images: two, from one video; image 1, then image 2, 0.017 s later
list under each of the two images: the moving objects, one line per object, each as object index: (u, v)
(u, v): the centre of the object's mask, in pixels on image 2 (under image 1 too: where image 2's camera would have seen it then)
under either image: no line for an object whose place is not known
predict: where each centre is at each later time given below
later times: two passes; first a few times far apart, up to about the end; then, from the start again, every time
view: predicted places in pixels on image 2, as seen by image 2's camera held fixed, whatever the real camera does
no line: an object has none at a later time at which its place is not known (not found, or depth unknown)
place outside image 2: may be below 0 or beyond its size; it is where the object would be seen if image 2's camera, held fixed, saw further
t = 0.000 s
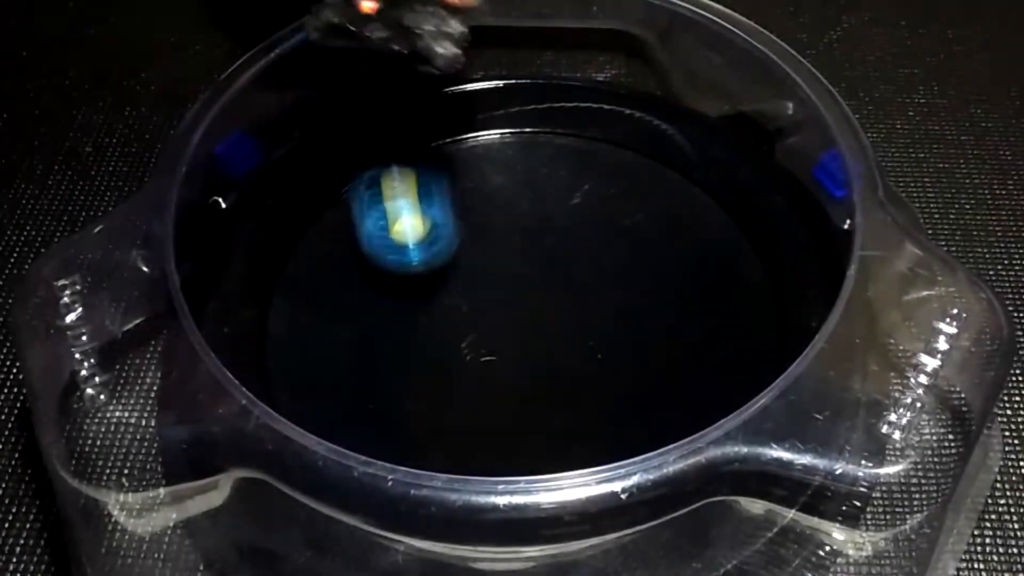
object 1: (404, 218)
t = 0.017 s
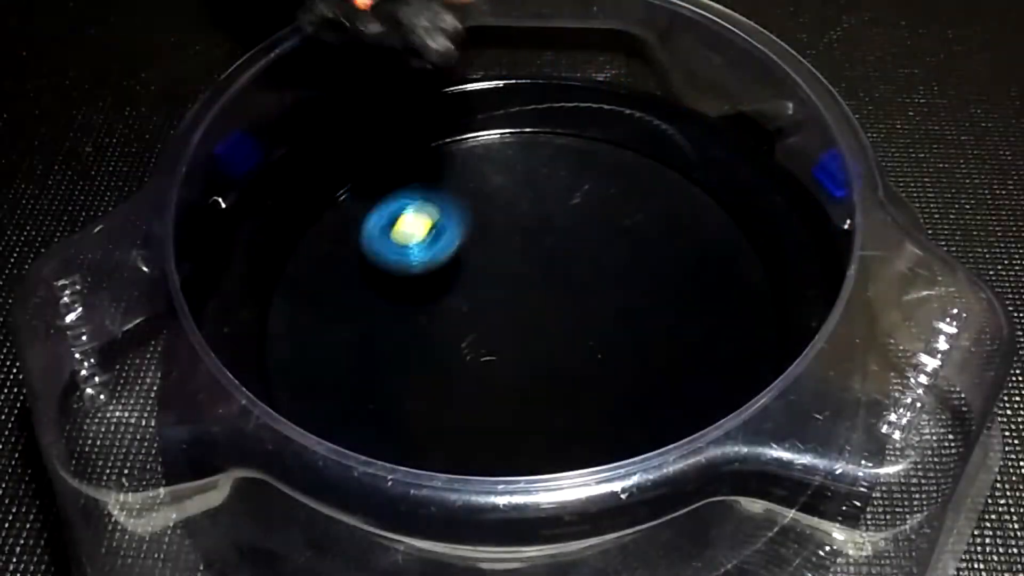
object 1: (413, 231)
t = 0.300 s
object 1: (579, 324)
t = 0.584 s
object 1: (562, 295)
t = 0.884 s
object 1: (454, 297)
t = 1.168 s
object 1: (494, 328)
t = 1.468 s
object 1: (477, 307)
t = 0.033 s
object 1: (421, 221)
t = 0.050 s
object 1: (430, 215)
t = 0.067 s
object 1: (440, 211)
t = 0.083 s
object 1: (451, 211)
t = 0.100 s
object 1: (463, 215)
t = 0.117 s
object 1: (478, 226)
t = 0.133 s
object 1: (492, 239)
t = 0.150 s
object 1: (505, 257)
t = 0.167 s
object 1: (519, 279)
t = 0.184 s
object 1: (533, 305)
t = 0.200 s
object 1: (547, 332)
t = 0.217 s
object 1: (555, 347)
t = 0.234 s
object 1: (562, 346)
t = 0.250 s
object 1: (566, 335)
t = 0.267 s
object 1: (571, 328)
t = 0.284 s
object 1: (575, 324)
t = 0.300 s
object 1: (579, 324)
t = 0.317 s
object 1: (584, 327)
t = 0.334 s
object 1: (588, 333)
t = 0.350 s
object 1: (591, 343)
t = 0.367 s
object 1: (595, 355)
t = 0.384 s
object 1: (597, 361)
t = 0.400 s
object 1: (595, 349)
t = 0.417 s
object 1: (594, 338)
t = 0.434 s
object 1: (592, 330)
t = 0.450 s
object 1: (590, 325)
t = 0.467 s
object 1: (588, 324)
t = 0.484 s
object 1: (585, 324)
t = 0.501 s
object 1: (583, 319)
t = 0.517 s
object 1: (580, 311)
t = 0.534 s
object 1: (577, 306)
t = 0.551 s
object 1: (573, 304)
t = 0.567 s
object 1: (569, 302)
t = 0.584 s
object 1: (562, 295)
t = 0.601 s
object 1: (555, 291)
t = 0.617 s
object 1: (548, 288)
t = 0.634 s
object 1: (543, 282)
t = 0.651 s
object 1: (539, 277)
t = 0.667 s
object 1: (534, 274)
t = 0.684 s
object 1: (529, 271)
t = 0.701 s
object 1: (522, 269)
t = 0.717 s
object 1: (515, 268)
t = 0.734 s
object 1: (507, 268)
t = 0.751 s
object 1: (498, 270)
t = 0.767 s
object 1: (489, 271)
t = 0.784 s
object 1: (481, 274)
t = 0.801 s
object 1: (473, 277)
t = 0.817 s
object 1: (466, 281)
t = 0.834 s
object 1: (461, 284)
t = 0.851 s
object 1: (457, 288)
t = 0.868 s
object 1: (455, 292)
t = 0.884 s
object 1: (454, 297)
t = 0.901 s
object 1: (454, 302)
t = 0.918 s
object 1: (455, 307)
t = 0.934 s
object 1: (456, 312)
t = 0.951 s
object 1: (457, 317)
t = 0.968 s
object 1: (459, 321)
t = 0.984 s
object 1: (462, 325)
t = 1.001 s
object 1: (465, 329)
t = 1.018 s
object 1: (469, 331)
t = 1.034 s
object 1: (473, 333)
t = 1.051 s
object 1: (476, 333)
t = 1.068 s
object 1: (480, 334)
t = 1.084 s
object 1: (483, 333)
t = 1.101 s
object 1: (486, 333)
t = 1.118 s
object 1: (488, 332)
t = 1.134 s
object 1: (490, 331)
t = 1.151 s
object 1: (492, 330)
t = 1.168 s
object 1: (494, 328)
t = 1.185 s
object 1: (495, 327)
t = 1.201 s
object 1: (496, 325)
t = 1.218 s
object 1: (497, 324)
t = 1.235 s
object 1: (497, 323)
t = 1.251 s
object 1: (497, 322)
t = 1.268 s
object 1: (498, 321)
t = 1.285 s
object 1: (497, 320)
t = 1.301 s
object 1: (497, 319)
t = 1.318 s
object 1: (496, 319)
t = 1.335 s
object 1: (496, 318)
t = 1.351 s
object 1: (495, 318)
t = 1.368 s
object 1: (493, 317)
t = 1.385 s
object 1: (490, 317)
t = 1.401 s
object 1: (487, 316)
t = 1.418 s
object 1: (485, 314)
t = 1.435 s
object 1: (482, 312)
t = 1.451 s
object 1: (479, 310)
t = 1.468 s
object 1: (477, 307)
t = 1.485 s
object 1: (475, 304)
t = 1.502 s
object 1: (474, 300)
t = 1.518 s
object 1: (474, 297)
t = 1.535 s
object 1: (474, 293)
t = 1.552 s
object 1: (475, 290)
